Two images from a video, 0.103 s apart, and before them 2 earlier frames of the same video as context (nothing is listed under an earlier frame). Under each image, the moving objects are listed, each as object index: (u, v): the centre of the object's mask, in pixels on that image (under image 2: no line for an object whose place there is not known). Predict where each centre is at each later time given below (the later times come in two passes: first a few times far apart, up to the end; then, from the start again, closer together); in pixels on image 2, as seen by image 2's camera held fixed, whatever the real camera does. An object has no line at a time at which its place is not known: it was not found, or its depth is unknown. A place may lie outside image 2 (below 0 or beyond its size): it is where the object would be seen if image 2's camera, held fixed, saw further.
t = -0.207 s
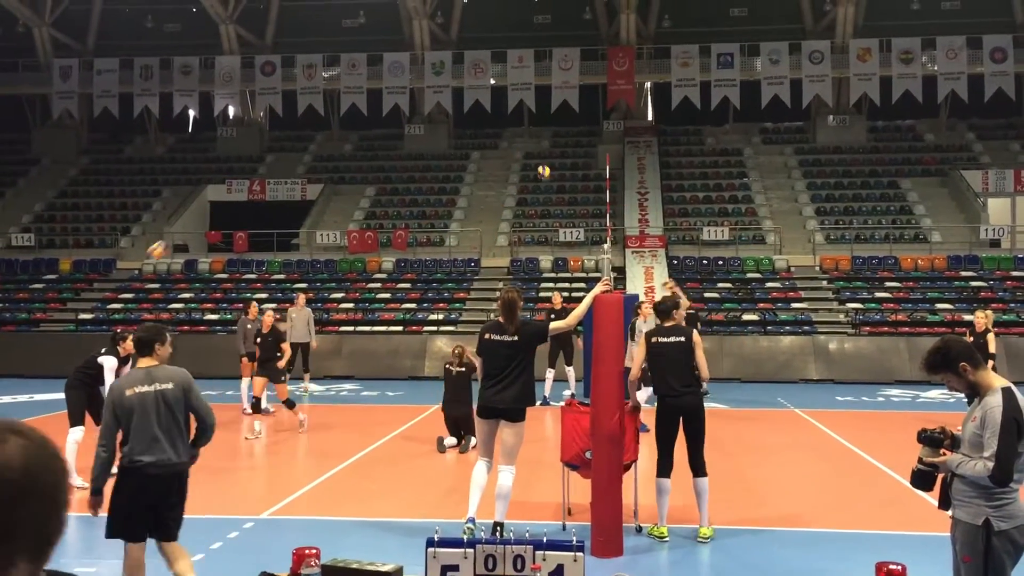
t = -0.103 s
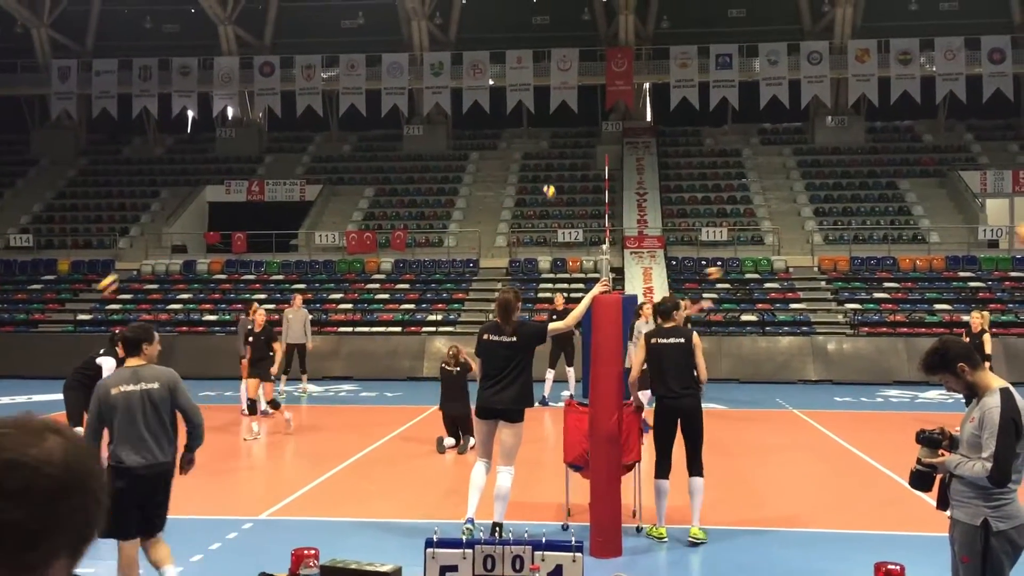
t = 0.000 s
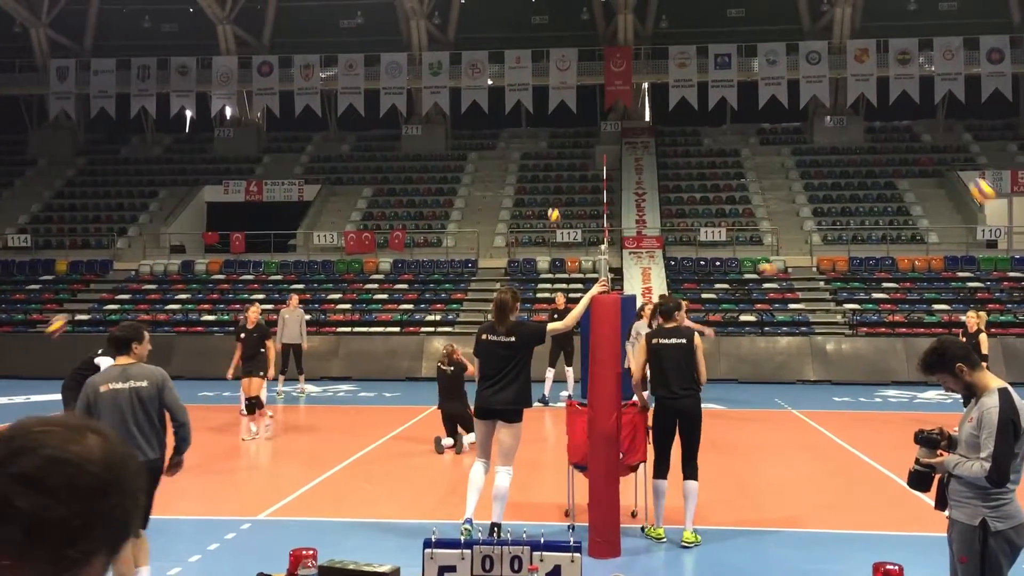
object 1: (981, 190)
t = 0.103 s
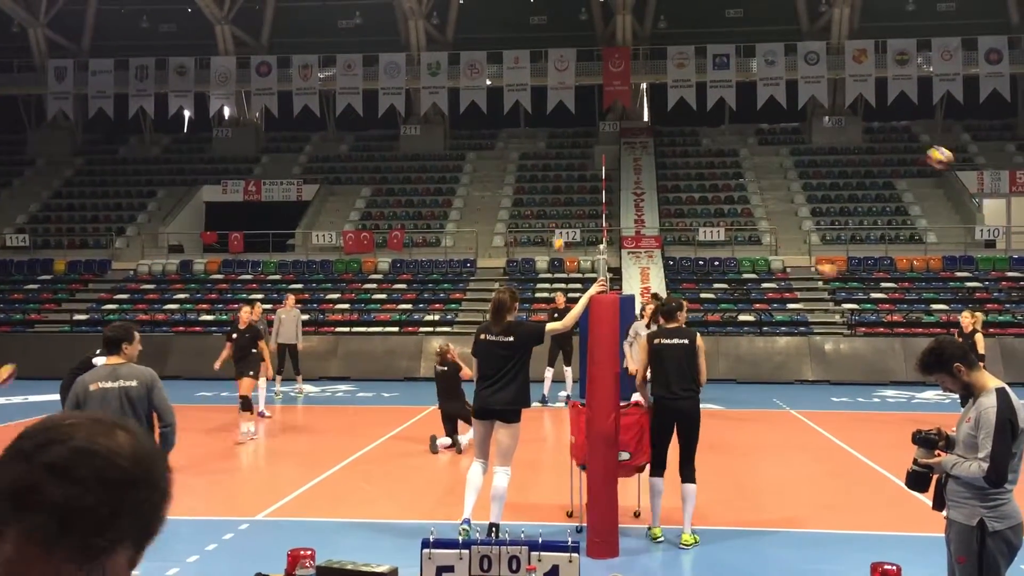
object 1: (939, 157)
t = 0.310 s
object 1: (867, 122)
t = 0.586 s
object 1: (786, 130)
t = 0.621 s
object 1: (777, 135)
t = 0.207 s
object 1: (902, 135)
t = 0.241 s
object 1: (890, 130)
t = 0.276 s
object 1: (878, 126)
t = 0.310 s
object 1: (867, 122)
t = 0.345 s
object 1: (856, 120)
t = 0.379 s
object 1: (845, 119)
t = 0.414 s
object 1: (833, 119)
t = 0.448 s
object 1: (823, 120)
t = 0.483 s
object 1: (815, 120)
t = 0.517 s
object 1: (803, 123)
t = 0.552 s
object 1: (795, 126)
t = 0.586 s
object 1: (786, 130)
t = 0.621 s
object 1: (777, 135)
